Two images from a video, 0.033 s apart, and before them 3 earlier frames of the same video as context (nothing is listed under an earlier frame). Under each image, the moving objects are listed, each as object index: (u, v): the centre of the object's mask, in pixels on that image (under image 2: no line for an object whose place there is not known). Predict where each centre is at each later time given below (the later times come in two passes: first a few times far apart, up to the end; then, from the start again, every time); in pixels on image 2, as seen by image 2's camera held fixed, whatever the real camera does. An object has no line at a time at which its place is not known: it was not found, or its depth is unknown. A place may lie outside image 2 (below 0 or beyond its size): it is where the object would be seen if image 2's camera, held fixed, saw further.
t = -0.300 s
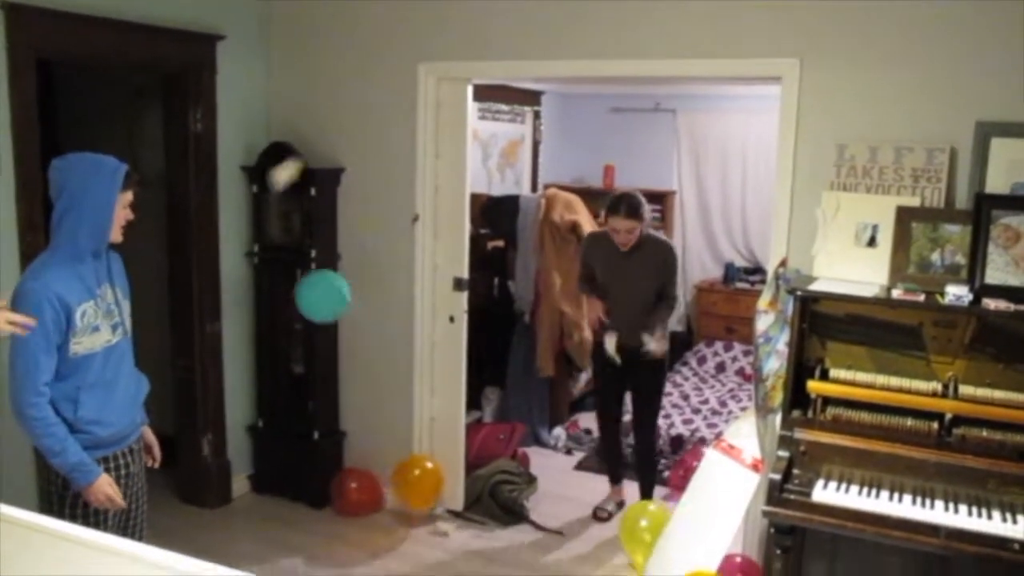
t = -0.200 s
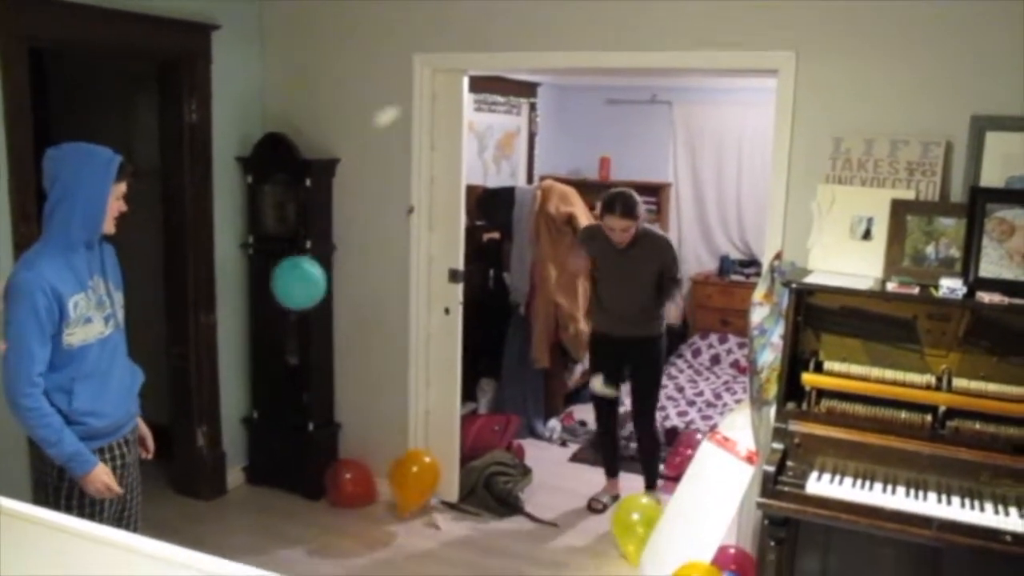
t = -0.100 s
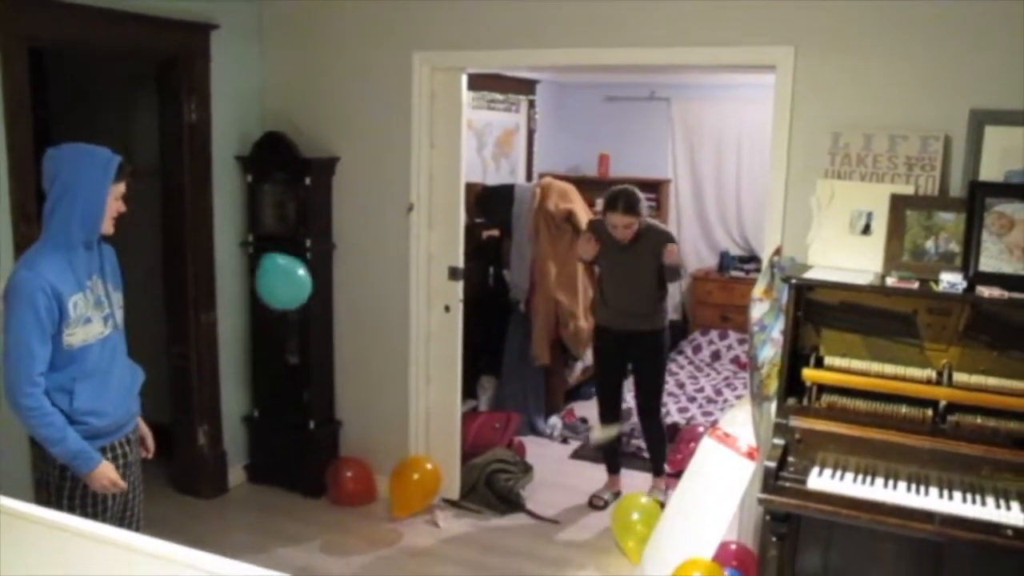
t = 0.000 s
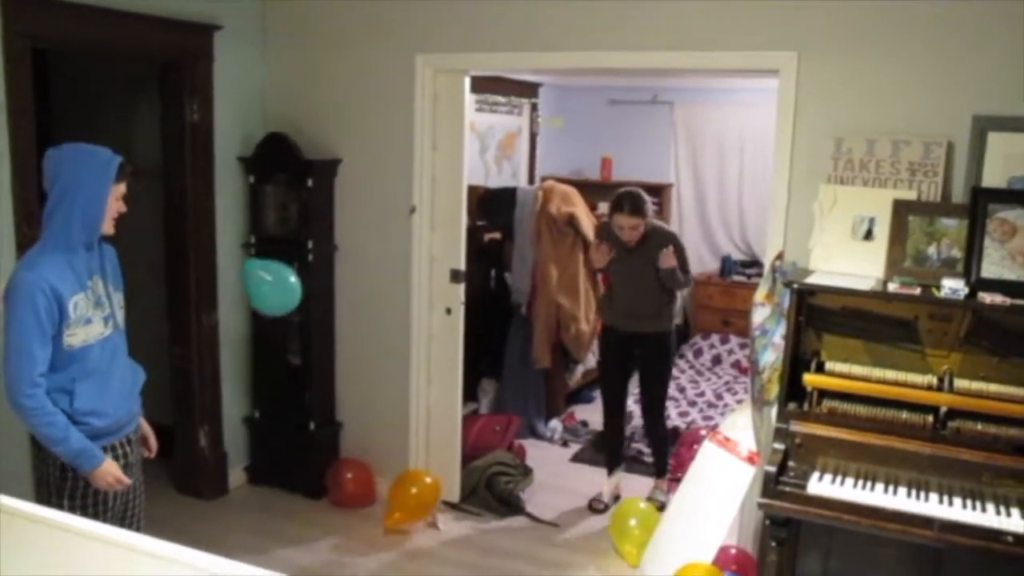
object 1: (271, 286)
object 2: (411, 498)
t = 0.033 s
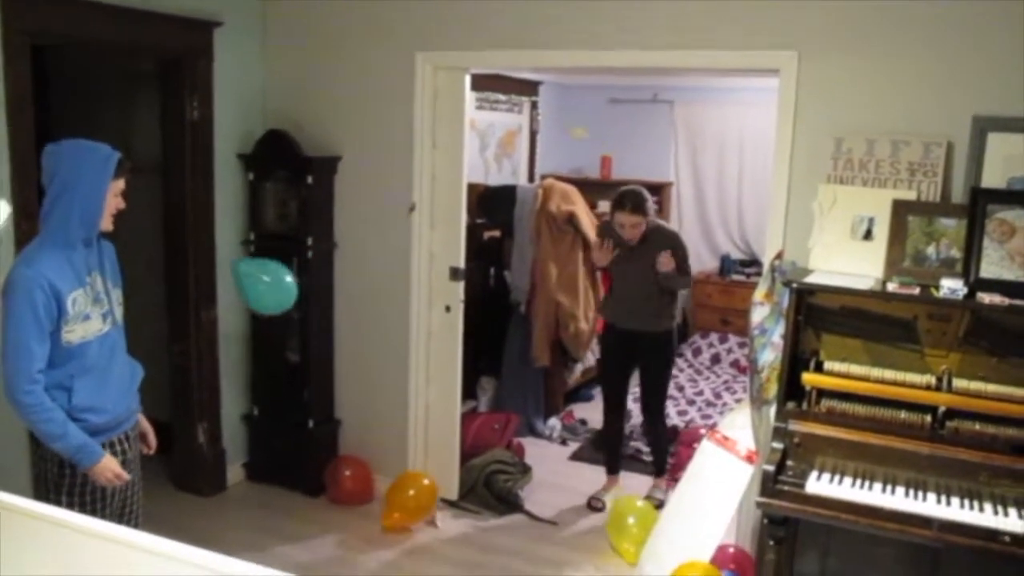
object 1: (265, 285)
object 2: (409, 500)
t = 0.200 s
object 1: (246, 299)
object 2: (407, 503)
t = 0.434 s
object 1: (225, 333)
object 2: (408, 490)
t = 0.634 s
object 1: (208, 374)
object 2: (408, 493)
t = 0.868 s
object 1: (201, 431)
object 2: (405, 505)
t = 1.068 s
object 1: (206, 477)
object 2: (400, 512)
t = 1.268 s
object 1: (219, 518)
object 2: (391, 526)
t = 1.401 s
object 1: (226, 522)
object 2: (387, 532)
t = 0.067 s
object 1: (262, 287)
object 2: (409, 505)
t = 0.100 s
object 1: (257, 289)
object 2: (407, 508)
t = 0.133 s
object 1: (254, 292)
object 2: (408, 508)
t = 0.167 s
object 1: (250, 295)
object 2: (407, 506)
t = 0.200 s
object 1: (246, 299)
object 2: (407, 503)
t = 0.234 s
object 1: (243, 303)
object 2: (406, 501)
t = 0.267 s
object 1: (240, 307)
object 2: (406, 499)
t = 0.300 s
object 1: (237, 312)
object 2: (408, 500)
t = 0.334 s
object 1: (233, 316)
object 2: (407, 494)
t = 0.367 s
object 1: (230, 322)
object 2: (408, 492)
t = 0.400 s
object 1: (228, 327)
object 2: (408, 492)
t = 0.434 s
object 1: (225, 333)
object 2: (408, 490)
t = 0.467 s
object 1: (221, 339)
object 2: (408, 490)
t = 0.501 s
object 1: (219, 345)
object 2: (408, 490)
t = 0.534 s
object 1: (216, 352)
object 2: (408, 490)
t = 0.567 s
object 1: (213, 358)
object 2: (408, 491)
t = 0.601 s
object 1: (210, 366)
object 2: (408, 491)
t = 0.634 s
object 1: (208, 374)
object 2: (408, 493)
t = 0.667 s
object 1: (206, 382)
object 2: (408, 494)
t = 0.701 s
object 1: (204, 390)
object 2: (408, 496)
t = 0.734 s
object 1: (202, 398)
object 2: (408, 499)
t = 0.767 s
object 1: (201, 407)
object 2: (408, 501)
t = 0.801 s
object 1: (201, 415)
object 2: (407, 503)
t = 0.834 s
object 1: (201, 423)
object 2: (406, 504)
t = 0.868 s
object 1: (201, 431)
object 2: (405, 505)
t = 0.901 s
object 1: (202, 440)
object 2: (405, 505)
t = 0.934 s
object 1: (202, 448)
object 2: (404, 506)
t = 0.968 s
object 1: (202, 455)
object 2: (402, 507)
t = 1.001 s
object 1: (202, 463)
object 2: (401, 508)
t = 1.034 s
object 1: (204, 470)
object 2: (400, 510)
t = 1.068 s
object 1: (206, 477)
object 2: (400, 512)
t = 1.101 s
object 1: (208, 484)
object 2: (397, 514)
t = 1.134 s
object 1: (209, 491)
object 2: (397, 516)
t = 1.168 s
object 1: (211, 497)
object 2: (394, 520)
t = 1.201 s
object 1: (213, 505)
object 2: (394, 523)
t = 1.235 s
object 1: (215, 511)
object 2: (393, 524)
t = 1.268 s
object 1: (219, 518)
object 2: (391, 526)
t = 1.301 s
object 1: (222, 524)
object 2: (391, 527)
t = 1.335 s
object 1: (225, 526)
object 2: (389, 529)
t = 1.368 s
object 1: (226, 526)
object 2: (388, 531)
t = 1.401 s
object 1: (226, 522)
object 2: (387, 532)
